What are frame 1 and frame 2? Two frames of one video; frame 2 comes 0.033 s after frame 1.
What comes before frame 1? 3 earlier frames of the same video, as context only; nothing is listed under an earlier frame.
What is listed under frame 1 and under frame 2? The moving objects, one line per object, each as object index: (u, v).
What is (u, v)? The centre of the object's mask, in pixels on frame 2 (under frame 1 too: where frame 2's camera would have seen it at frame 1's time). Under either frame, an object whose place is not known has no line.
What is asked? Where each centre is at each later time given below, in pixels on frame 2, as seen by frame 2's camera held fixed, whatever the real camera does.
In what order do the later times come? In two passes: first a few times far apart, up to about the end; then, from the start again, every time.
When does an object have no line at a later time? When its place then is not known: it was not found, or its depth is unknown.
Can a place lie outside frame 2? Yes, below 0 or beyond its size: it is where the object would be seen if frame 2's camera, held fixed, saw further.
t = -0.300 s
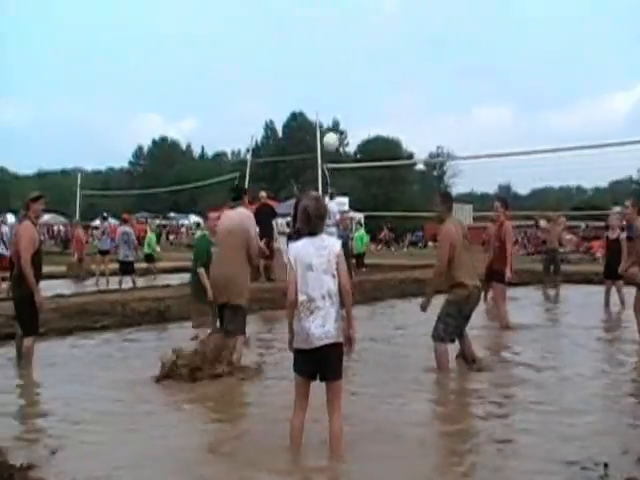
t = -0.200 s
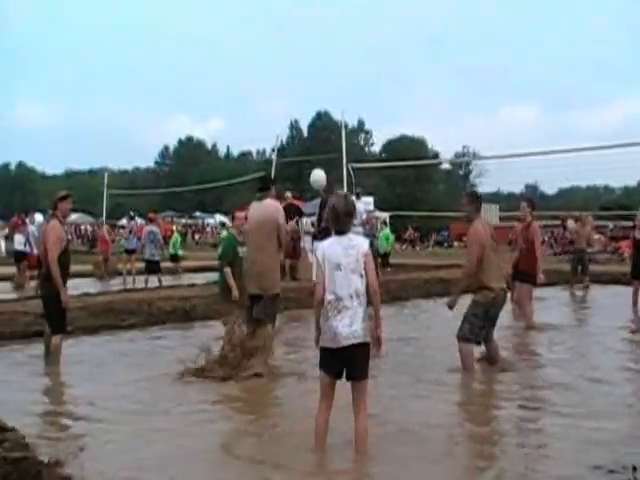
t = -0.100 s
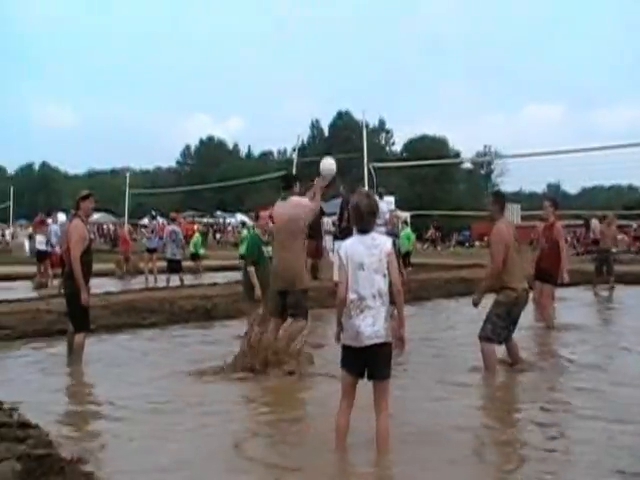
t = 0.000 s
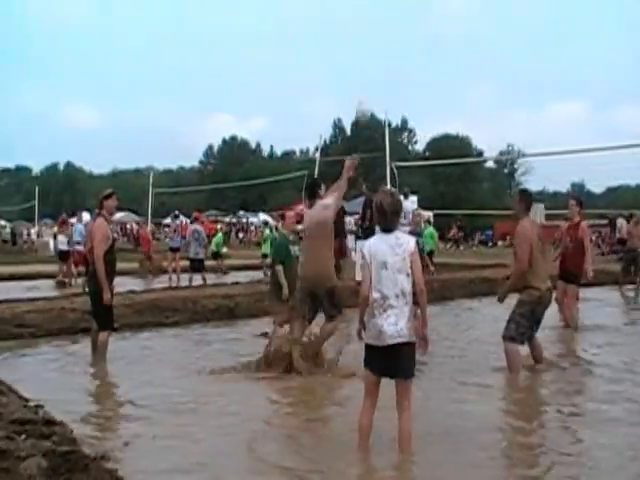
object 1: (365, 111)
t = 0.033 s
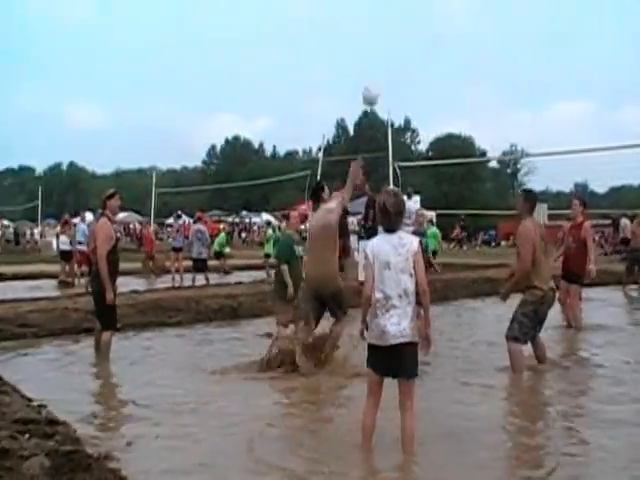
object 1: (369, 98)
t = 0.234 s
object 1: (394, 31)
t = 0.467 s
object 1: (420, 12)
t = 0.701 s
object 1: (443, 41)
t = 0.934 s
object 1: (467, 117)
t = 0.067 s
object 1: (373, 82)
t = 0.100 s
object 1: (378, 70)
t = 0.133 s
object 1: (382, 58)
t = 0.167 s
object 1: (386, 48)
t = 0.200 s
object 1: (390, 40)
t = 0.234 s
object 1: (394, 31)
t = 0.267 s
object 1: (398, 25)
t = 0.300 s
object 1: (401, 20)
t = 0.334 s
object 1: (405, 16)
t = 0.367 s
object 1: (409, 13)
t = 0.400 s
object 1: (413, 11)
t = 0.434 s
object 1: (416, 11)
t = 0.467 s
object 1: (420, 12)
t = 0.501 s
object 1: (423, 13)
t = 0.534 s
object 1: (426, 15)
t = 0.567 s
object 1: (430, 19)
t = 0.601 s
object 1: (433, 24)
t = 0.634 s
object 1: (437, 29)
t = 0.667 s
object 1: (440, 35)
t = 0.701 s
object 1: (443, 41)
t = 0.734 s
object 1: (447, 49)
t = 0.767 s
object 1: (450, 58)
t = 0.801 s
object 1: (453, 68)
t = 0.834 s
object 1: (456, 79)
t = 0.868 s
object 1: (460, 91)
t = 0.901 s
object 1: (463, 104)
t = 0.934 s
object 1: (467, 117)
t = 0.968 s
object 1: (470, 130)
